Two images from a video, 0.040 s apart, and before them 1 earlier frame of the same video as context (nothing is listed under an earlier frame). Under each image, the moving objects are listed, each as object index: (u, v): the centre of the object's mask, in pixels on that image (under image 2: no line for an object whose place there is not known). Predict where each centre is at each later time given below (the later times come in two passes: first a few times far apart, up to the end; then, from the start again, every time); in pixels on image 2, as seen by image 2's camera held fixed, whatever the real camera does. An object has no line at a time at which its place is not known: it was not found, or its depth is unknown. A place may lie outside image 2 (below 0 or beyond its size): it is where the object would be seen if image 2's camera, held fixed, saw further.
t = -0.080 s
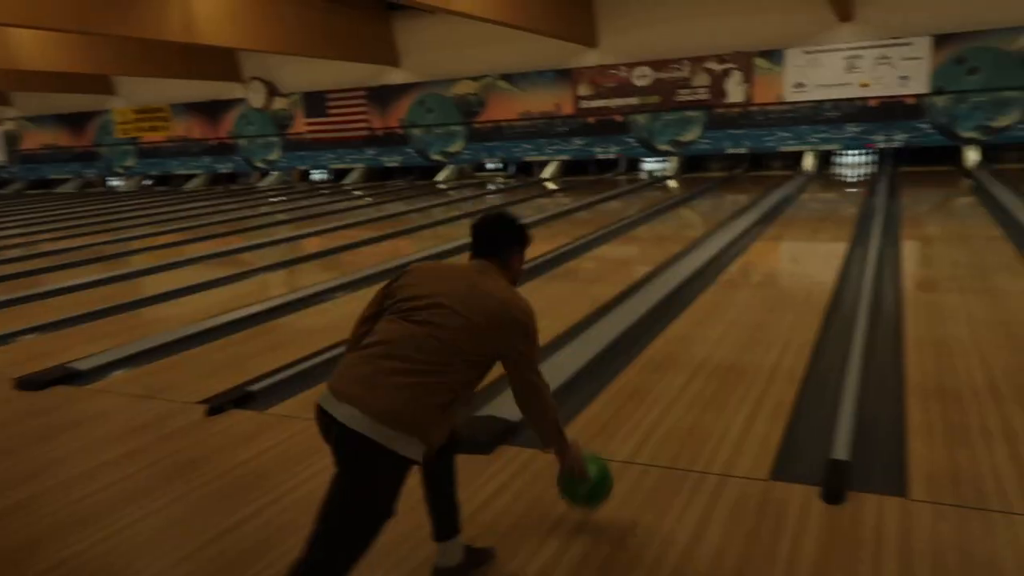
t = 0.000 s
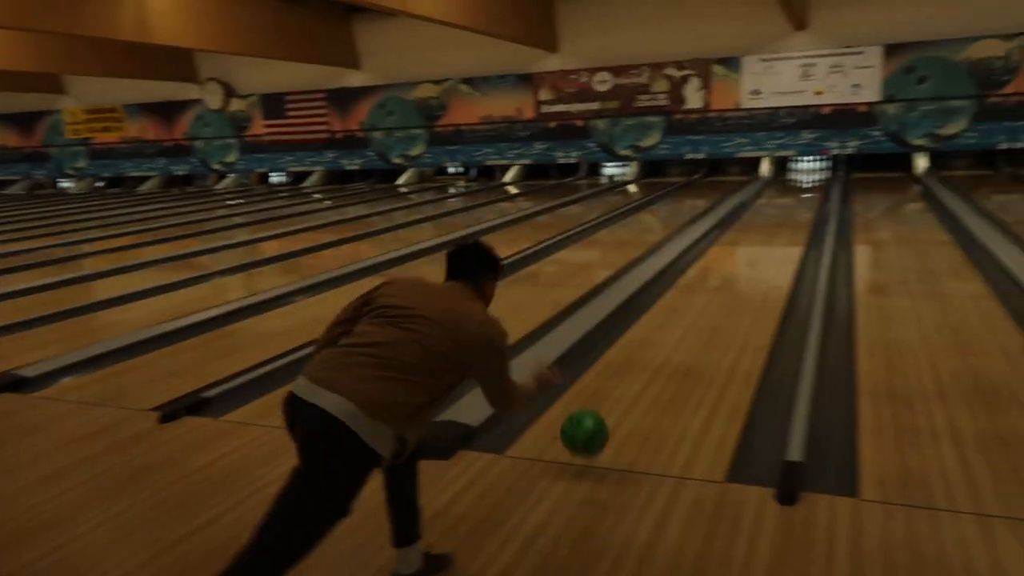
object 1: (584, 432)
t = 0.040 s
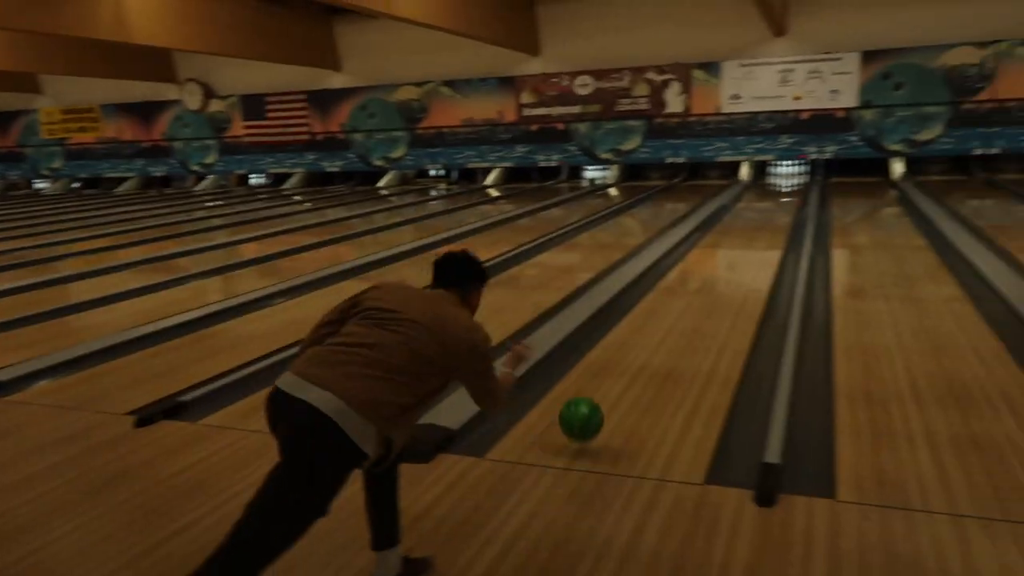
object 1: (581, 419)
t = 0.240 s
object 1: (638, 359)
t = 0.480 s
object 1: (679, 303)
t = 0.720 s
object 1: (706, 268)
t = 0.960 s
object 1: (723, 244)
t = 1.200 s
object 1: (736, 226)
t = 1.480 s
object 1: (747, 211)
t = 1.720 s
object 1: (755, 201)
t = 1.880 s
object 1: (758, 196)
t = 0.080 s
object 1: (596, 408)
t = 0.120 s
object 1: (609, 399)
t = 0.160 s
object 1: (620, 384)
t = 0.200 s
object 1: (628, 371)
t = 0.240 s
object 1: (638, 359)
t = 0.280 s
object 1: (646, 347)
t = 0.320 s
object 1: (654, 337)
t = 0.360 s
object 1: (661, 327)
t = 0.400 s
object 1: (668, 319)
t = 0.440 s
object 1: (674, 311)
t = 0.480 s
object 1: (679, 303)
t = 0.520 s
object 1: (685, 296)
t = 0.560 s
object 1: (689, 290)
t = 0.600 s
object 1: (694, 284)
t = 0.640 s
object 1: (698, 278)
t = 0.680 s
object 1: (702, 273)
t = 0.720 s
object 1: (706, 268)
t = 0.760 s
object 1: (709, 263)
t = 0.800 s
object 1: (712, 259)
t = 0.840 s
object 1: (715, 255)
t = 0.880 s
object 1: (718, 251)
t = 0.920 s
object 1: (721, 247)
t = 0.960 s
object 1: (723, 244)
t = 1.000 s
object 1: (726, 240)
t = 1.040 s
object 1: (728, 237)
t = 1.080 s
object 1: (730, 234)
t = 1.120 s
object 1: (732, 231)
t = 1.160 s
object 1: (734, 229)
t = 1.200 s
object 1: (736, 226)
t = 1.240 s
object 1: (738, 224)
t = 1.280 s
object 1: (740, 221)
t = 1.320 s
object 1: (742, 219)
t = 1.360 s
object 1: (743, 216)
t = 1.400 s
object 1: (744, 215)
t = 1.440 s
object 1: (746, 212)
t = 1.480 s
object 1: (747, 211)
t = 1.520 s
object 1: (749, 209)
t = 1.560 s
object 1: (750, 207)
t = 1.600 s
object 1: (751, 206)
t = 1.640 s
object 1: (753, 205)
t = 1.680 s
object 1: (754, 203)
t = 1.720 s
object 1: (755, 201)
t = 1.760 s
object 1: (755, 200)
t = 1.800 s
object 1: (757, 198)
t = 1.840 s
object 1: (757, 197)
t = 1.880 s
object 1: (758, 196)
